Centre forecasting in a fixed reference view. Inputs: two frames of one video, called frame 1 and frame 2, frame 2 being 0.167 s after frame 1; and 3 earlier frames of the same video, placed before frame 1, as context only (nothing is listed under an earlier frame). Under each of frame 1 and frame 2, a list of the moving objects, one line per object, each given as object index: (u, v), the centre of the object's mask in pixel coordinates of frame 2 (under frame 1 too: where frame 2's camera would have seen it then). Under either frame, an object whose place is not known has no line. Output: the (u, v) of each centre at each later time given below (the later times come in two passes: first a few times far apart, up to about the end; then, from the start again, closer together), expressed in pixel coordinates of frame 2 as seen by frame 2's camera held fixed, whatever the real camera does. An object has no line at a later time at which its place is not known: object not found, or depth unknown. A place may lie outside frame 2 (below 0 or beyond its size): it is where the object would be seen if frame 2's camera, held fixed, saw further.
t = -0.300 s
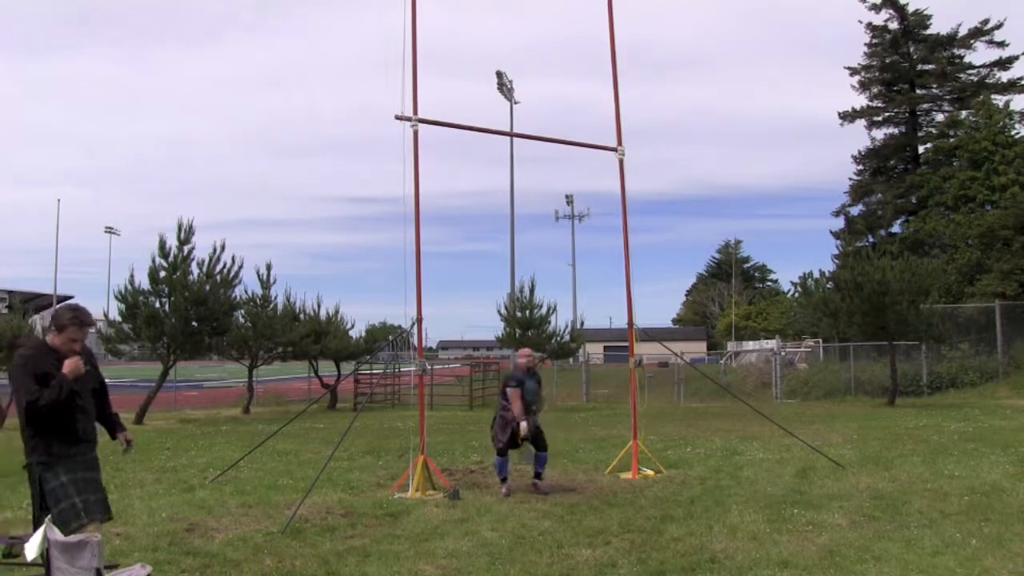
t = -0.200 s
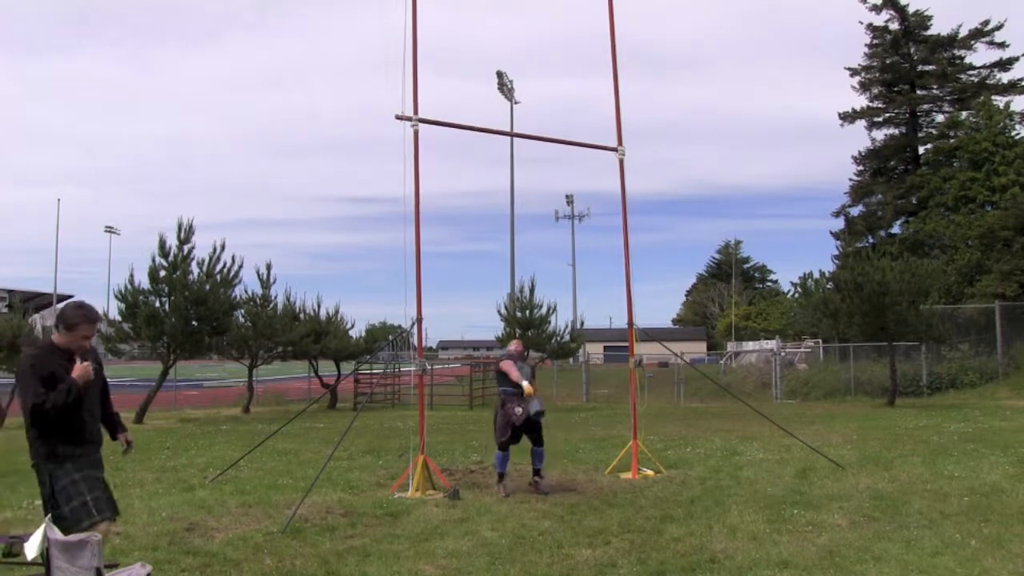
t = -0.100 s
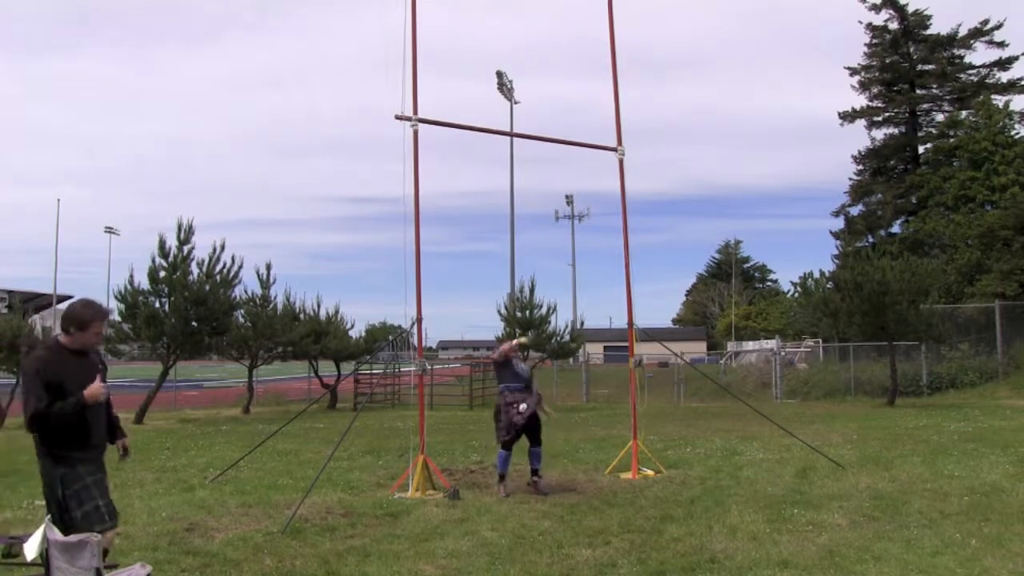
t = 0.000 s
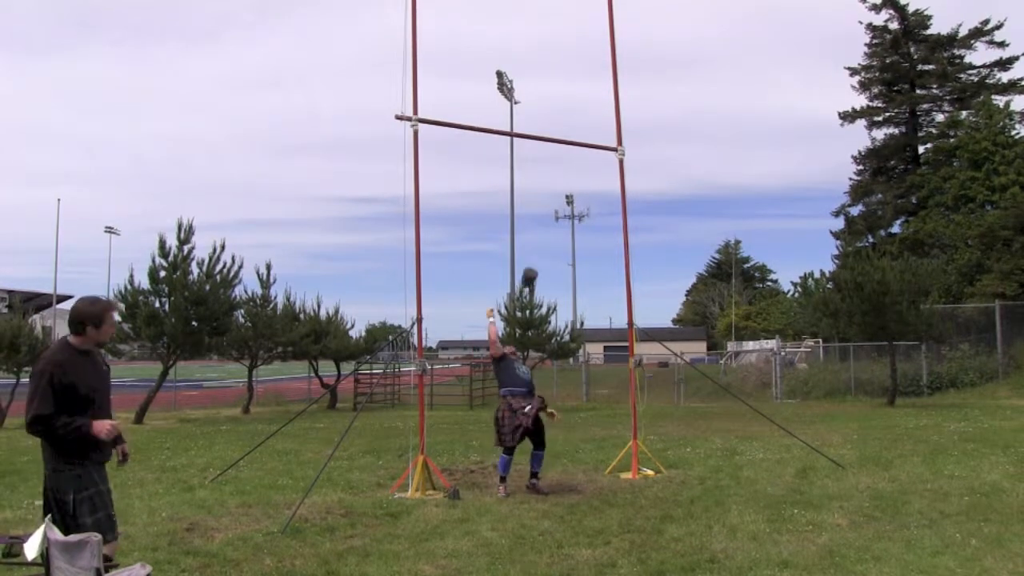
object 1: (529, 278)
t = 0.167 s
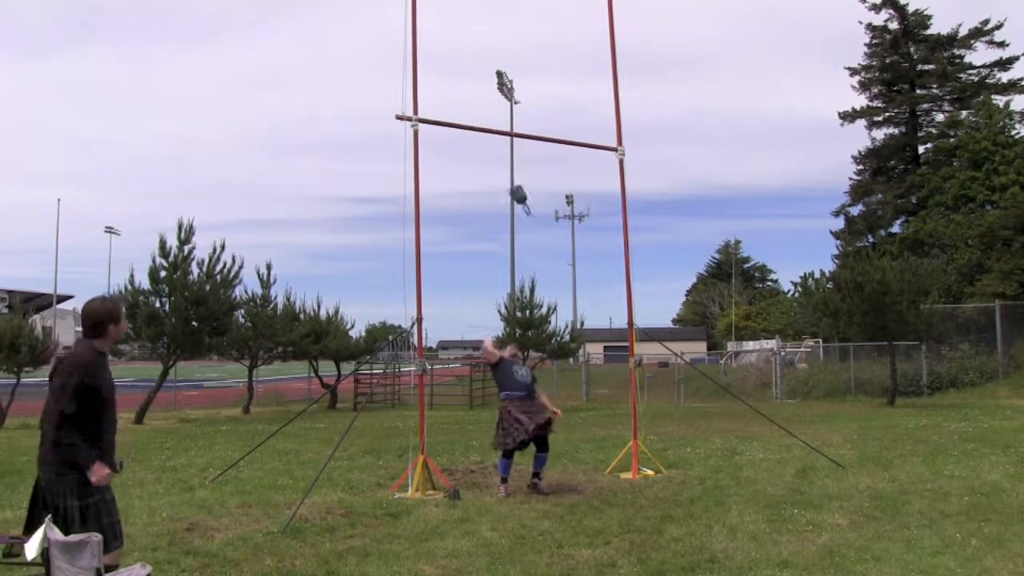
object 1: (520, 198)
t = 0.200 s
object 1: (518, 183)
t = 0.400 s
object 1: (505, 125)
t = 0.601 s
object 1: (494, 100)
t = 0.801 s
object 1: (483, 117)
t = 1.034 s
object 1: (474, 177)
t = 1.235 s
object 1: (461, 267)
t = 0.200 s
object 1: (518, 183)
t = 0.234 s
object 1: (515, 170)
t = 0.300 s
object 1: (513, 147)
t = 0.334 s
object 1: (512, 136)
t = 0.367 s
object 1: (511, 126)
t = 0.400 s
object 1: (505, 125)
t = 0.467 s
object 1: (501, 112)
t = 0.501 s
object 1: (499, 108)
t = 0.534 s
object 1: (498, 103)
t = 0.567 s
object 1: (496, 100)
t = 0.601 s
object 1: (494, 100)
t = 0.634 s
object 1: (492, 100)
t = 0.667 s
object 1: (490, 101)
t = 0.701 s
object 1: (488, 104)
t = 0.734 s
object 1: (486, 107)
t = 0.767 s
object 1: (484, 111)
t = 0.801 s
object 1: (483, 117)
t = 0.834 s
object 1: (481, 124)
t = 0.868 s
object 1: (480, 131)
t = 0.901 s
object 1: (480, 139)
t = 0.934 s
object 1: (478, 147)
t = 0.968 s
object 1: (477, 156)
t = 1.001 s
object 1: (475, 166)
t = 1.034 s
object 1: (474, 177)
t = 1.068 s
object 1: (472, 189)
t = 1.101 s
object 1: (470, 202)
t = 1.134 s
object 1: (468, 217)
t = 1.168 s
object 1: (466, 232)
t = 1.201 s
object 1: (463, 249)
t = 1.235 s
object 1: (461, 267)
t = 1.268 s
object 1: (458, 288)
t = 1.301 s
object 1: (456, 309)
